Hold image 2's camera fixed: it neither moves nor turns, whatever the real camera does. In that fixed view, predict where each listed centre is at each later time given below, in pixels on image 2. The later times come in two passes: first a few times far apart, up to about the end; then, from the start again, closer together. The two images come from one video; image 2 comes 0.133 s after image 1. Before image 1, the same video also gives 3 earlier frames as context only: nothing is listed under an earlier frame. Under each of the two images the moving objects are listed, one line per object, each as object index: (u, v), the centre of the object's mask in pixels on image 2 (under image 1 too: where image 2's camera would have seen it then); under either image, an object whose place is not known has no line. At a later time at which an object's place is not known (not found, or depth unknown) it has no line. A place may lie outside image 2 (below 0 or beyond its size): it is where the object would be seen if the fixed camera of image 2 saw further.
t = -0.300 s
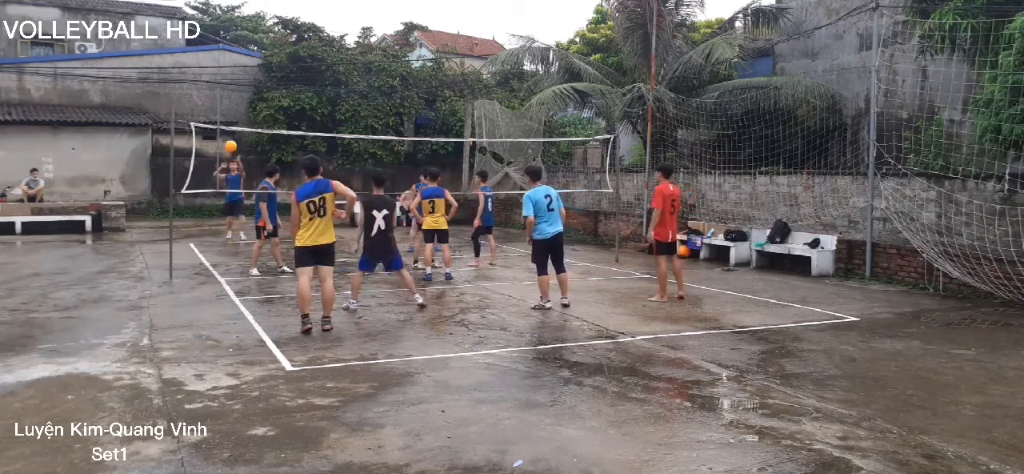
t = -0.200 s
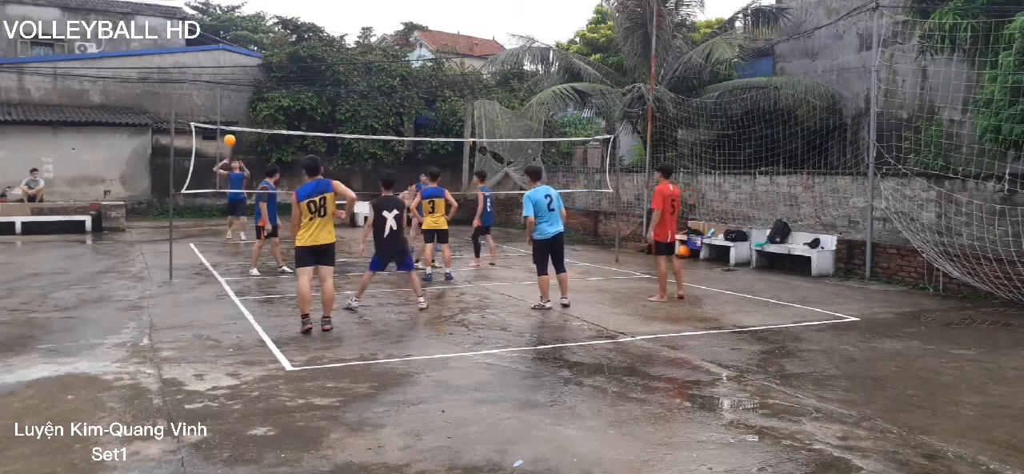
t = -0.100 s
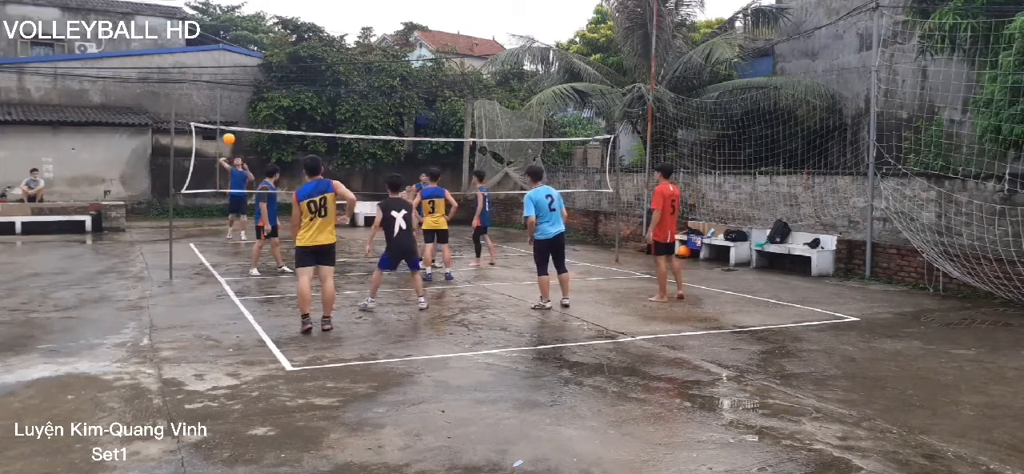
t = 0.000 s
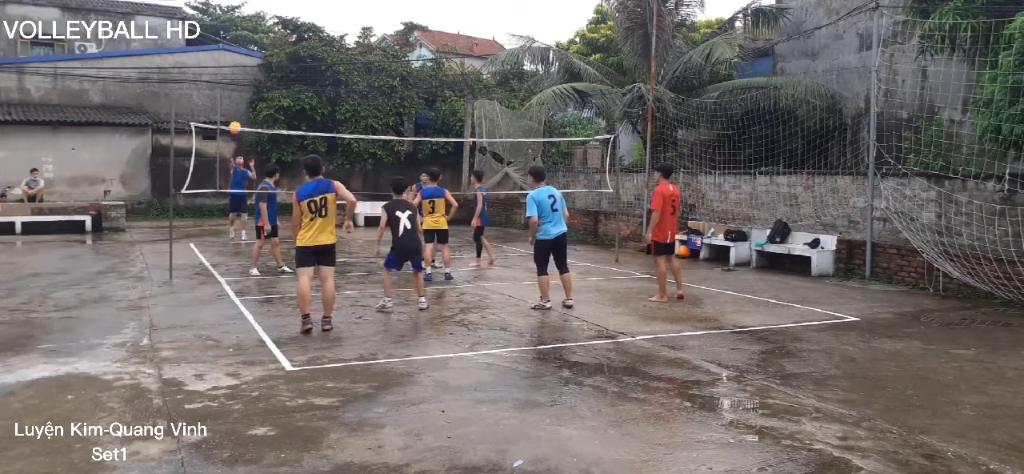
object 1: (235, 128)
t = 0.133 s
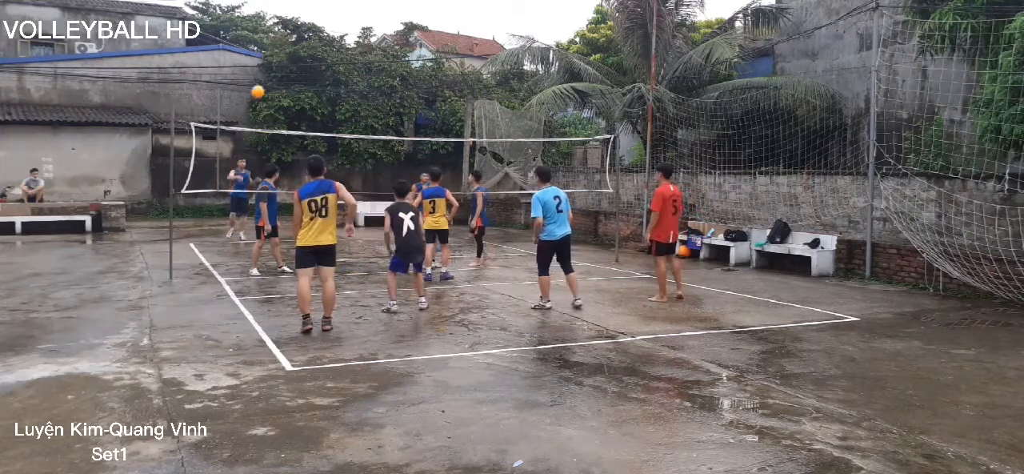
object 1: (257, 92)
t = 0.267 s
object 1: (282, 61)
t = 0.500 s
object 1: (333, 24)
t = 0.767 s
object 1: (401, 13)
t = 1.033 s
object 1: (481, 51)
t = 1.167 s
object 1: (526, 94)
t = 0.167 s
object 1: (263, 83)
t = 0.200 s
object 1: (269, 75)
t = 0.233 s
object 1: (276, 68)
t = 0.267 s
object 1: (282, 61)
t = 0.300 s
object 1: (289, 54)
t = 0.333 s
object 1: (297, 48)
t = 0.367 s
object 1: (304, 42)
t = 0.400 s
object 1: (311, 37)
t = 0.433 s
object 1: (318, 32)
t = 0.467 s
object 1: (326, 28)
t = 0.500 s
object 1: (333, 24)
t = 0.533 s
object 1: (341, 20)
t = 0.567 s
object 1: (349, 17)
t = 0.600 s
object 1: (357, 15)
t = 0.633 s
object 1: (365, 13)
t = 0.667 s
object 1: (374, 12)
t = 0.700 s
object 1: (383, 12)
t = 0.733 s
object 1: (392, 12)
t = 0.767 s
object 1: (401, 13)
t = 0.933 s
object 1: (450, 31)
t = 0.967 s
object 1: (460, 37)
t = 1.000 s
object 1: (470, 43)
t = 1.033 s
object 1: (481, 51)
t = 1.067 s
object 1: (492, 60)
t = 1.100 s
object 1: (503, 71)
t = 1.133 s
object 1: (514, 82)
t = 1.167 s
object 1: (526, 94)
